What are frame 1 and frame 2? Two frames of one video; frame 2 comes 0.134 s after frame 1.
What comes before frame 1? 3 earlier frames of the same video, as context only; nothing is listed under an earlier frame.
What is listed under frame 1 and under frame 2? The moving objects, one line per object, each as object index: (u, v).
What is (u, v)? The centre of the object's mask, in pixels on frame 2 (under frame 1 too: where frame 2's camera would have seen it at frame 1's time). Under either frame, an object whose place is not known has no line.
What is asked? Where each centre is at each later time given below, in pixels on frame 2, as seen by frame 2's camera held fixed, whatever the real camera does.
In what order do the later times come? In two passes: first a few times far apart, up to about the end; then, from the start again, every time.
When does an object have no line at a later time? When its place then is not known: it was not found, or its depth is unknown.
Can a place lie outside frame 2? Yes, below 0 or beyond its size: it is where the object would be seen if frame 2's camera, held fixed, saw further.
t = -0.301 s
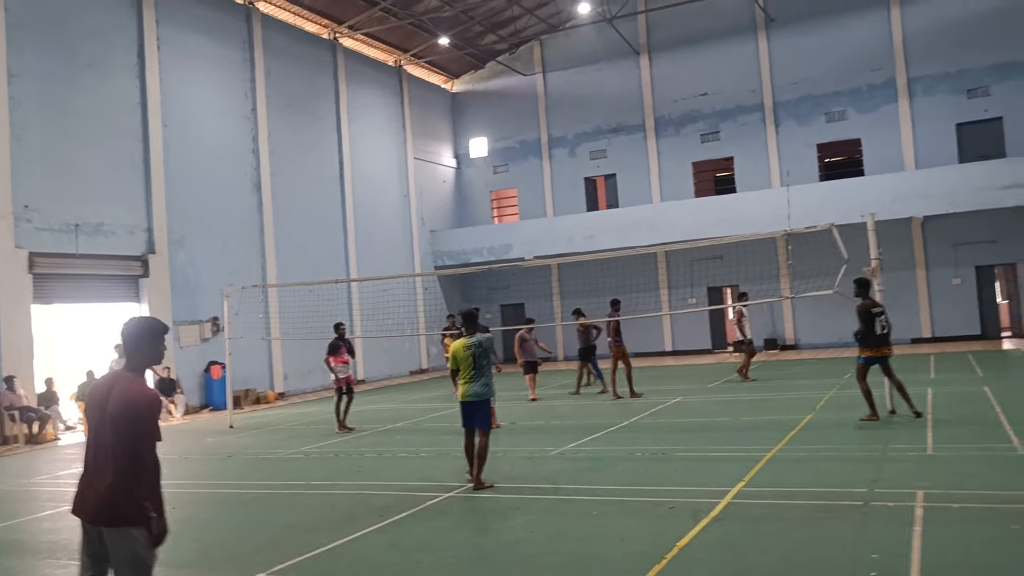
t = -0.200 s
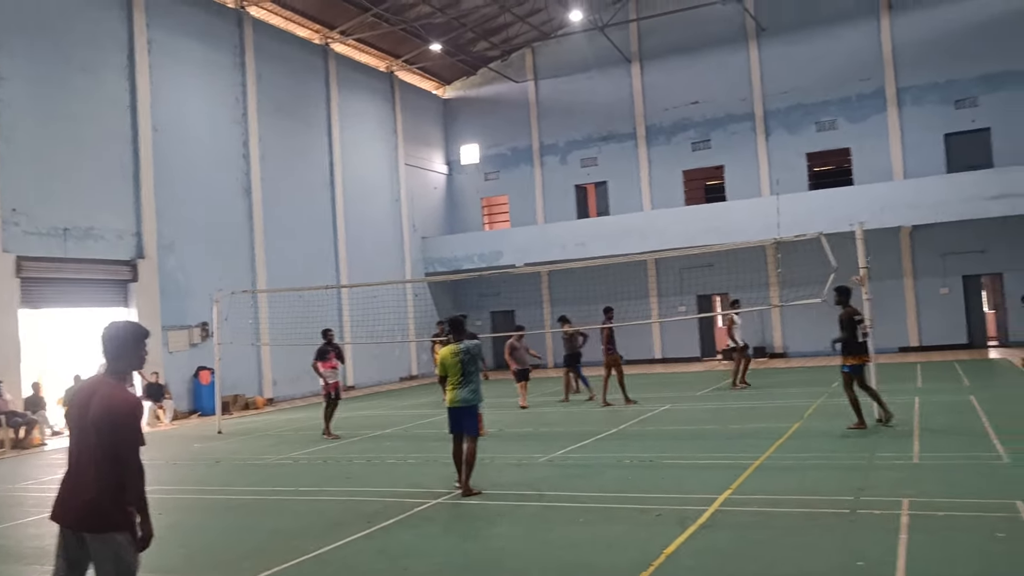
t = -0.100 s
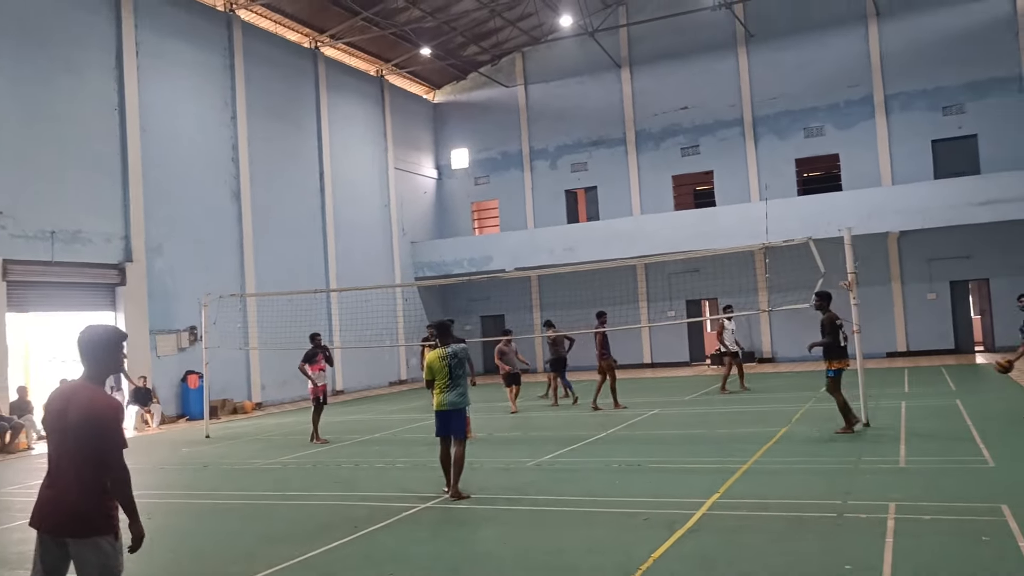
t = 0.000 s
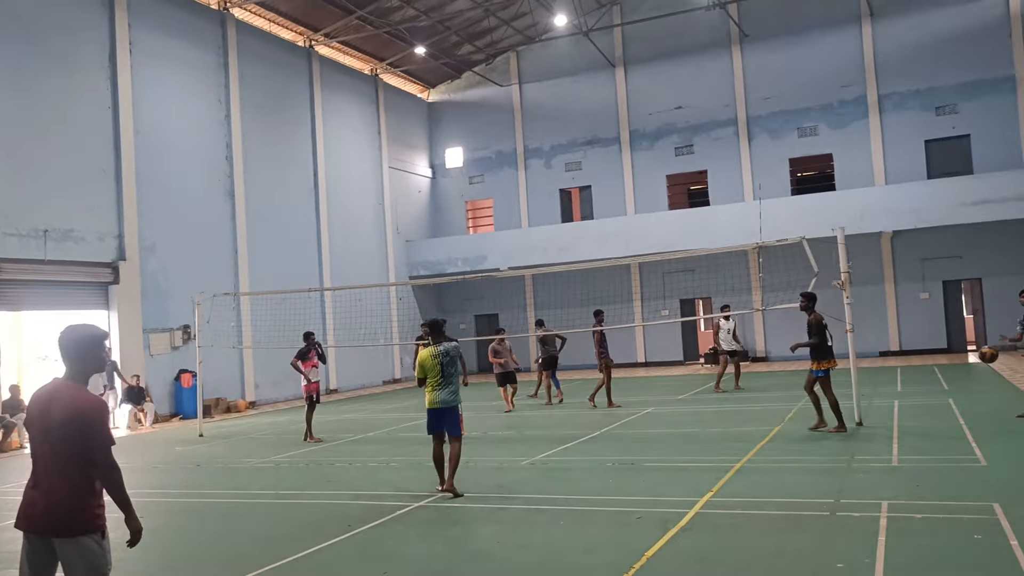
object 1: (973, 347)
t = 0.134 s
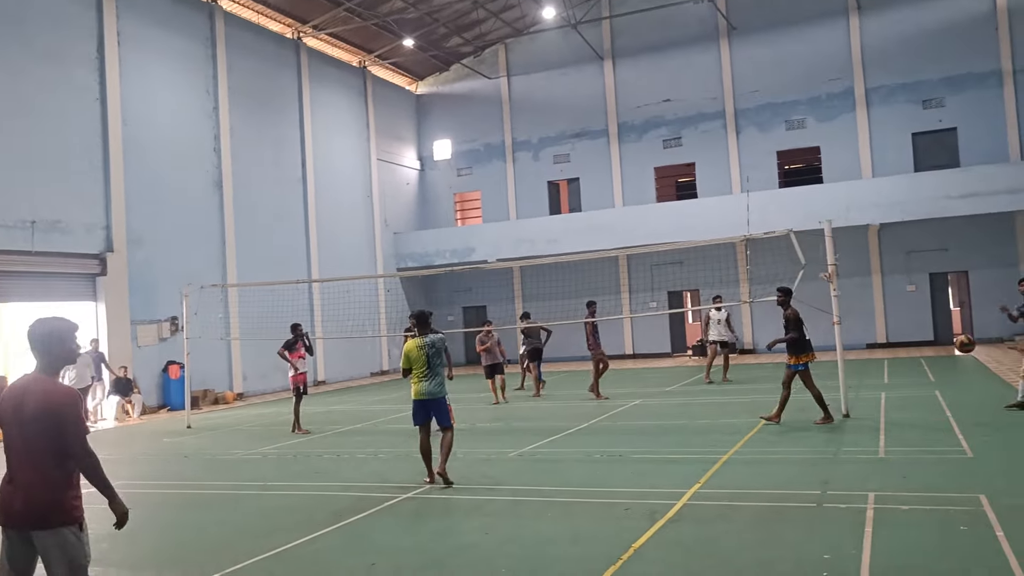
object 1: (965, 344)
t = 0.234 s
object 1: (959, 352)
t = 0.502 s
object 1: (942, 427)
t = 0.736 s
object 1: (914, 413)
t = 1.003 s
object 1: (877, 423)
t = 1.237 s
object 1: (843, 499)
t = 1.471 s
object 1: (794, 475)
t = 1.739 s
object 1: (727, 558)
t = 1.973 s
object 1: (660, 554)
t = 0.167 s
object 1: (963, 345)
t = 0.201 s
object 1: (961, 348)
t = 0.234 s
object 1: (959, 352)
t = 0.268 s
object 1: (957, 357)
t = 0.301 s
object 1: (955, 362)
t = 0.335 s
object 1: (953, 370)
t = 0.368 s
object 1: (950, 378)
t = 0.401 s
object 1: (948, 389)
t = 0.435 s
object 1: (946, 400)
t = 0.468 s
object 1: (944, 412)
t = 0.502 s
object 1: (942, 427)
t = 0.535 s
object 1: (940, 444)
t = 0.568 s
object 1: (936, 447)
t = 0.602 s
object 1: (932, 438)
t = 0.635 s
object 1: (927, 431)
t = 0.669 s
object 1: (923, 424)
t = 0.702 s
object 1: (918, 418)
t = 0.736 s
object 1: (914, 413)
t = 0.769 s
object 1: (909, 410)
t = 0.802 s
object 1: (904, 408)
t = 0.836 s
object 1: (900, 407)
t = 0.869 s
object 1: (896, 407)
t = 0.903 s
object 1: (890, 409)
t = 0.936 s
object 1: (886, 412)
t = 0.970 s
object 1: (881, 417)
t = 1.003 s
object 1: (877, 423)
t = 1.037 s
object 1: (872, 431)
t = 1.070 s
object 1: (867, 441)
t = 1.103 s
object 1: (863, 453)
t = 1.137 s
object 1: (858, 465)
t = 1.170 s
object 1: (854, 480)
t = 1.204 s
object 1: (849, 498)
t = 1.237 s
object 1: (843, 499)
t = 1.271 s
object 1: (835, 491)
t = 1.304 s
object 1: (829, 485)
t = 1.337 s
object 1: (822, 480)
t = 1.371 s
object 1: (815, 476)
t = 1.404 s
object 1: (808, 474)
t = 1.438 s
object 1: (801, 473)
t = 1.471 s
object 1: (794, 475)
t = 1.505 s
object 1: (787, 478)
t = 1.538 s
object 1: (779, 482)
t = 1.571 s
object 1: (770, 490)
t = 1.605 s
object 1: (763, 498)
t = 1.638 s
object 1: (755, 511)
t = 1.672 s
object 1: (747, 525)
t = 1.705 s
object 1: (740, 539)
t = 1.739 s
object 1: (727, 558)
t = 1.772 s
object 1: (720, 569)
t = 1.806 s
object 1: (710, 566)
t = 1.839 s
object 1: (699, 560)
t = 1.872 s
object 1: (692, 556)
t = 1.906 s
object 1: (682, 554)
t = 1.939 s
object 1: (670, 553)
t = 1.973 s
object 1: (660, 554)
